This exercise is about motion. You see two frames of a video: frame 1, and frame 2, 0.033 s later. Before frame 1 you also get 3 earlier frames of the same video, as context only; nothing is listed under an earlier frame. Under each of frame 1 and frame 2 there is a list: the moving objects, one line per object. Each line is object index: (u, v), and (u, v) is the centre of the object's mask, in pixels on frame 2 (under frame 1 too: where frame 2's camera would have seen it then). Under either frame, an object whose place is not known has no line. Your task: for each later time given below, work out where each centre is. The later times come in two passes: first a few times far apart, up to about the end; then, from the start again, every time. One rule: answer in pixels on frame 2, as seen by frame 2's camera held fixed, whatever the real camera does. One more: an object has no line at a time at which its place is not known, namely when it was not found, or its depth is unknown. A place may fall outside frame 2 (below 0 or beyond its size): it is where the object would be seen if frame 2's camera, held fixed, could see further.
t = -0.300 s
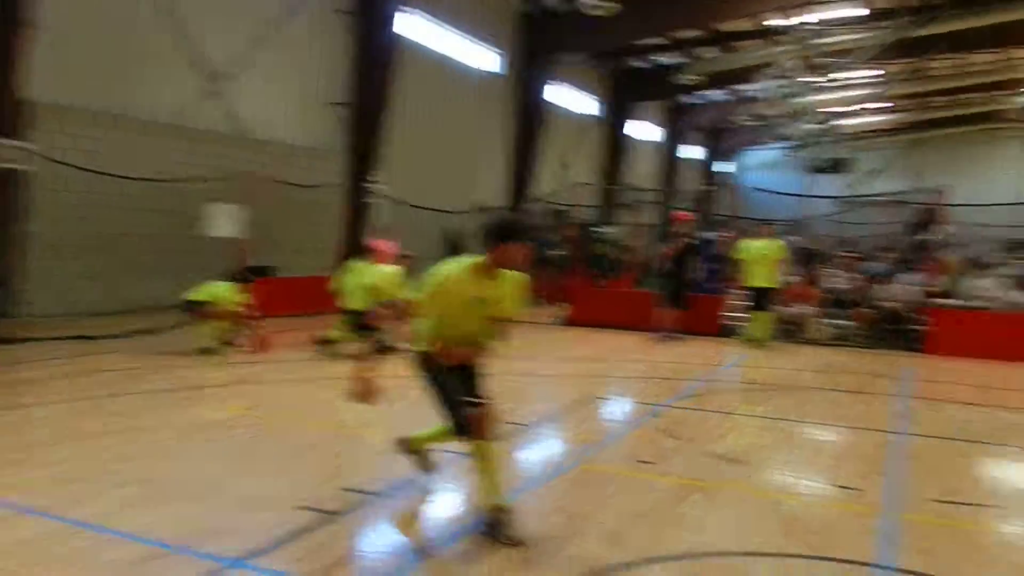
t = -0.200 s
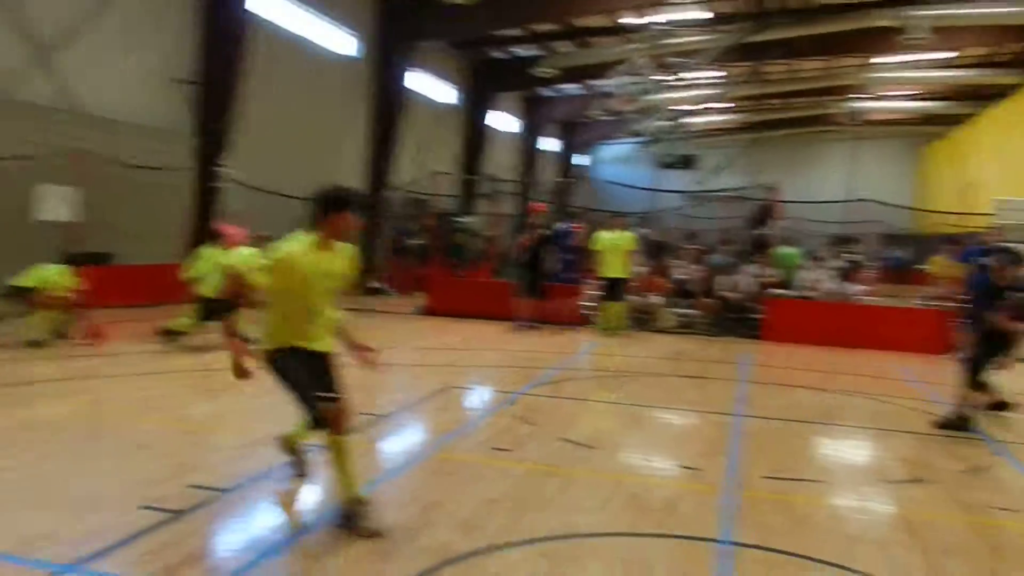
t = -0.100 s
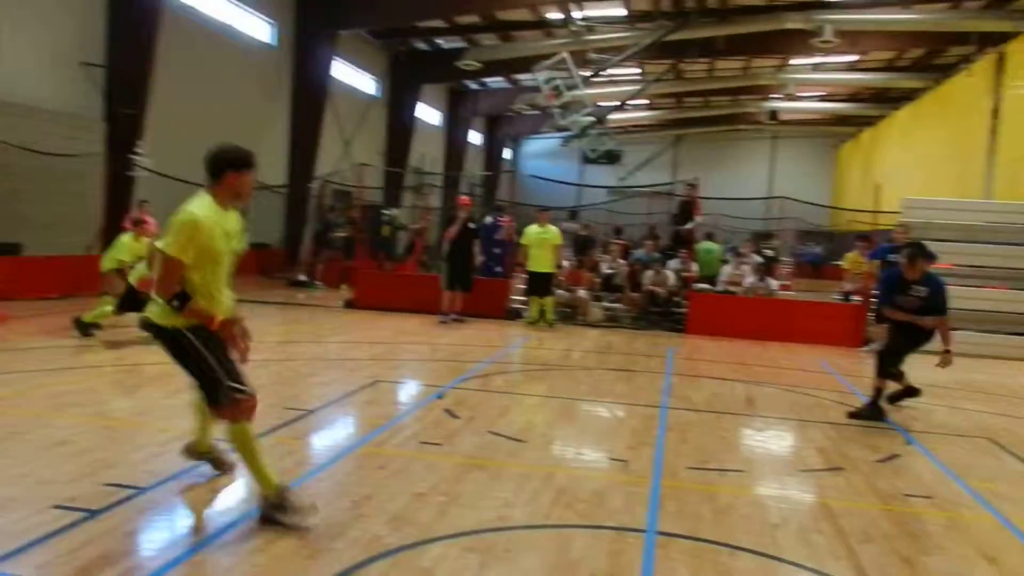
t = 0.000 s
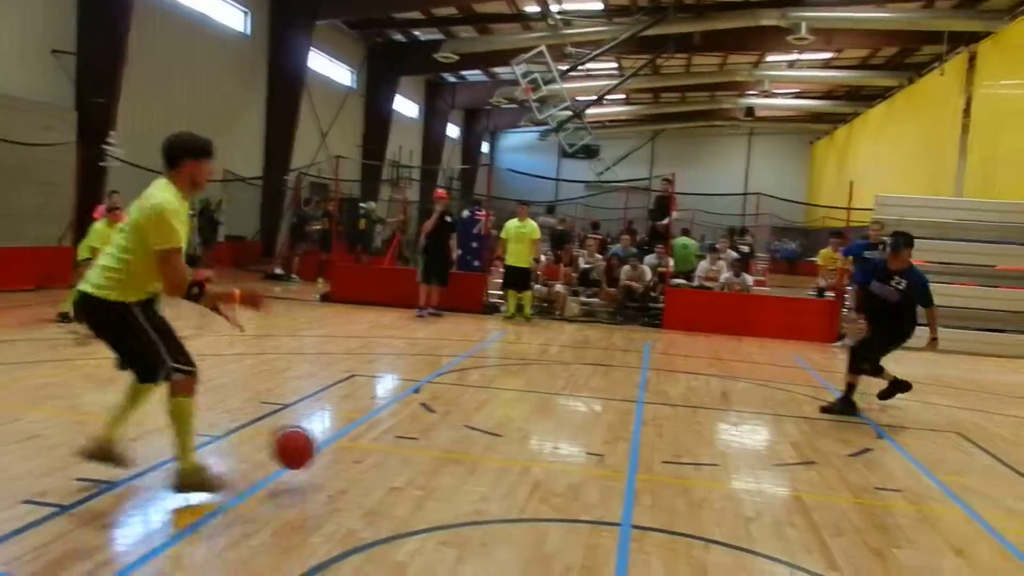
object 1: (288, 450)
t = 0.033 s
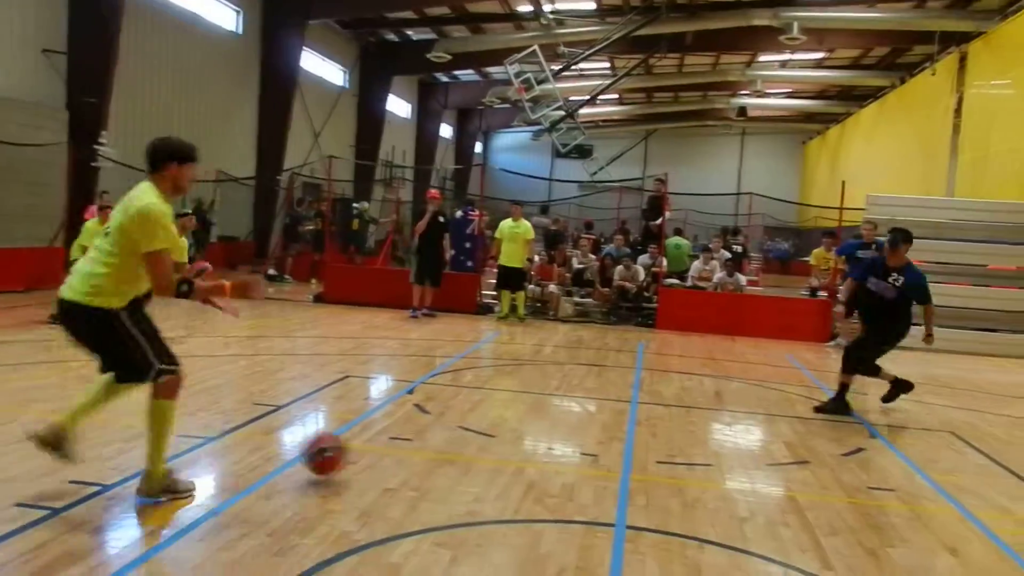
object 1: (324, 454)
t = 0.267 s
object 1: (512, 408)
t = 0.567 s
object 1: (671, 389)
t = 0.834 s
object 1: (769, 388)
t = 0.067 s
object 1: (356, 460)
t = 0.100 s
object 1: (385, 444)
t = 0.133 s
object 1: (414, 430)
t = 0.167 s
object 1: (441, 422)
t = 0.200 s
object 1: (466, 414)
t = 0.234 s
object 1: (488, 409)
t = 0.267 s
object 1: (512, 408)
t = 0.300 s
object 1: (534, 407)
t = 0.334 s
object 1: (553, 406)
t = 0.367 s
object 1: (574, 410)
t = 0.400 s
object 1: (591, 414)
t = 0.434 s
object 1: (608, 418)
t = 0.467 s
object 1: (625, 410)
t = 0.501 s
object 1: (637, 401)
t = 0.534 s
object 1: (656, 395)
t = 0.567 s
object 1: (671, 389)
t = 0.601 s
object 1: (685, 386)
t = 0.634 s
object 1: (696, 384)
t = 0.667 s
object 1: (711, 384)
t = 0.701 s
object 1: (723, 384)
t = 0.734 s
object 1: (735, 388)
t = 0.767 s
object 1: (744, 389)
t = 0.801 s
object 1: (758, 395)
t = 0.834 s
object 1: (769, 388)
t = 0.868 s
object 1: (780, 384)
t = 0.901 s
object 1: (790, 380)
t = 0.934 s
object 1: (800, 379)
